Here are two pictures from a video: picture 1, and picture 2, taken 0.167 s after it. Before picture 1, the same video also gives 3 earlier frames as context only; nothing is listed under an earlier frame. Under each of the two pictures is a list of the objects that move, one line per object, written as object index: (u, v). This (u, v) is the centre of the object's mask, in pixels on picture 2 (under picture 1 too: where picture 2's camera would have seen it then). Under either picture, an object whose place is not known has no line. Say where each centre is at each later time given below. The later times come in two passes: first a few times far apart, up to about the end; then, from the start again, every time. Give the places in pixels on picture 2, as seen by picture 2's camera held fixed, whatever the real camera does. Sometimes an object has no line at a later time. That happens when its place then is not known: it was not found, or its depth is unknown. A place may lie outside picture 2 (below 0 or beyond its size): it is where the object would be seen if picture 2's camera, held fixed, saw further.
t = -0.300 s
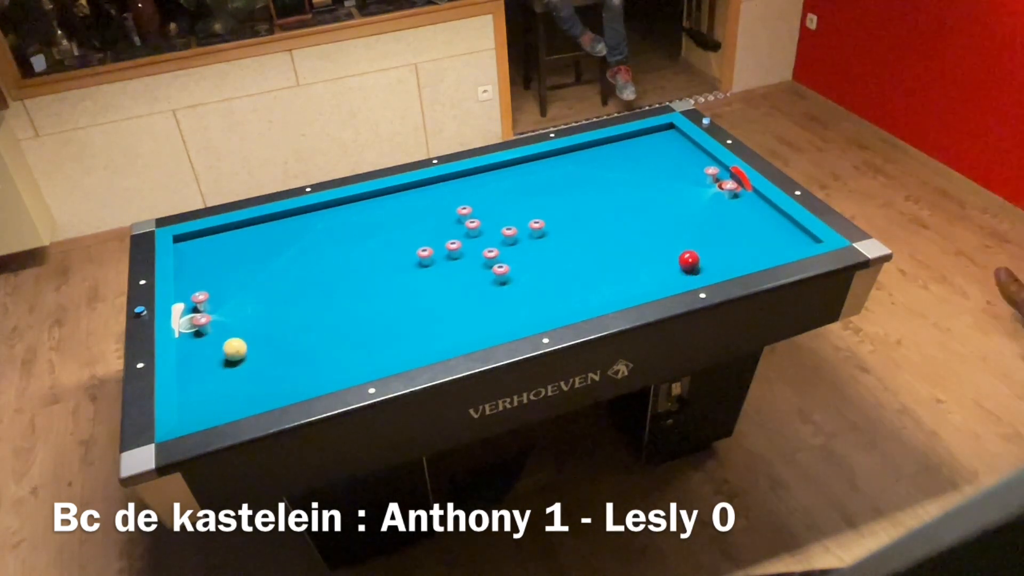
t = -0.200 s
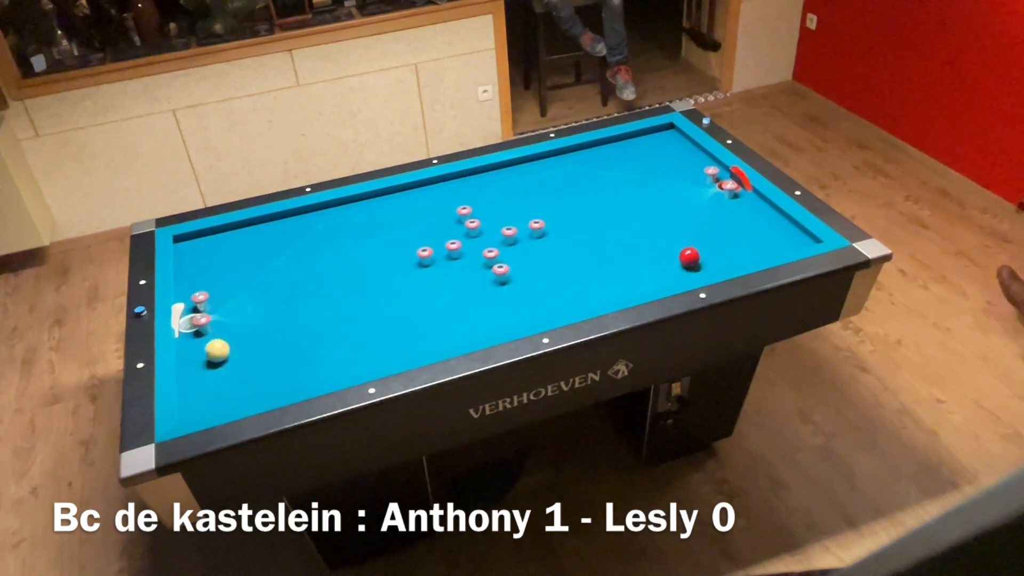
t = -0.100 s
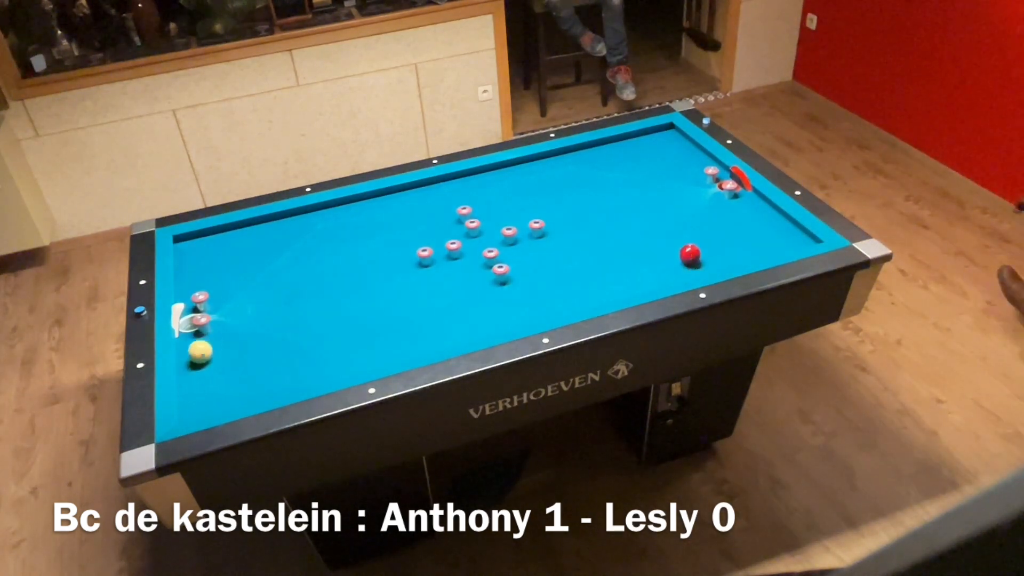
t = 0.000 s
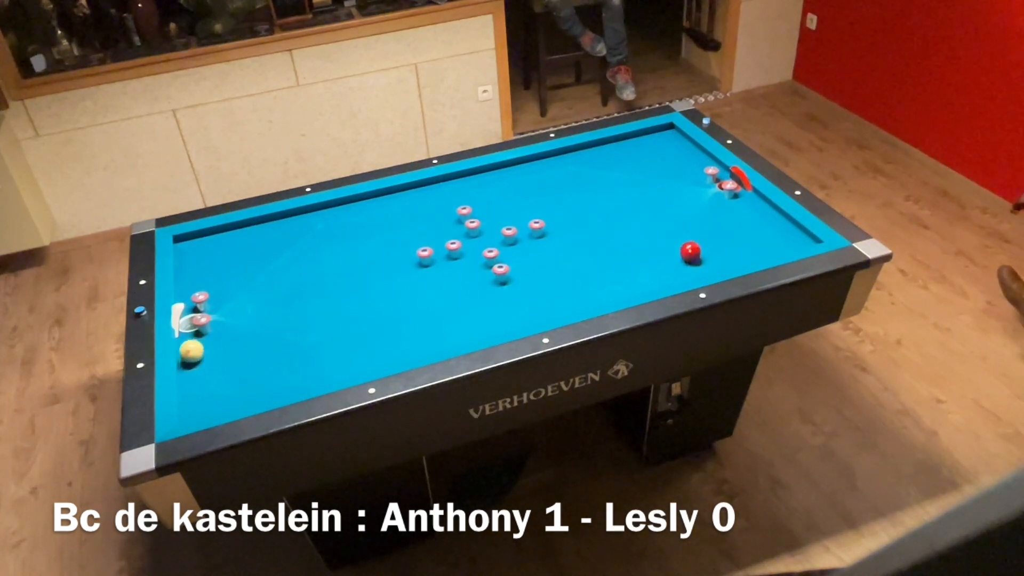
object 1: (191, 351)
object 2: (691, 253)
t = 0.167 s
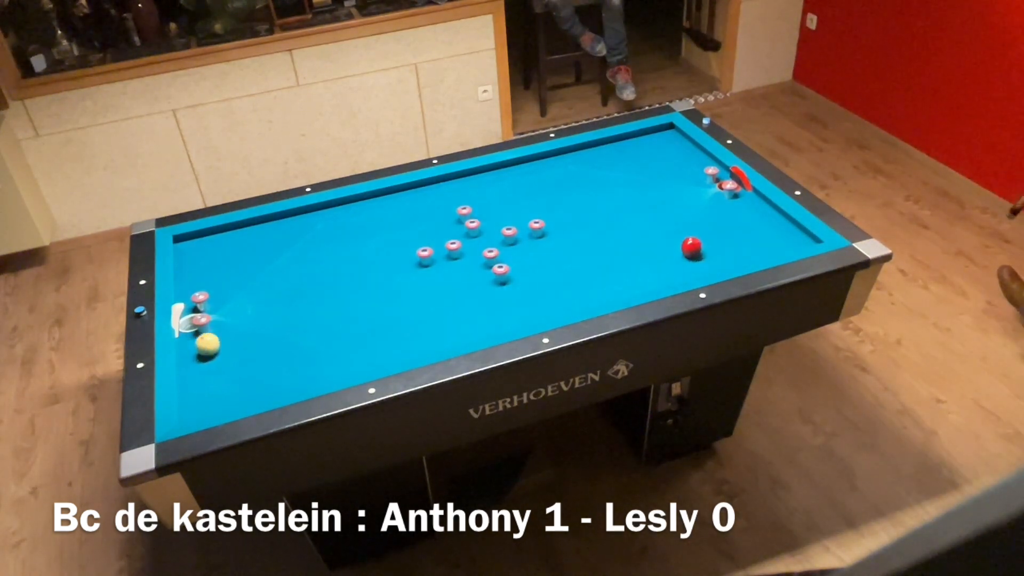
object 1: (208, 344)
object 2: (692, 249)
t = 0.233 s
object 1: (214, 342)
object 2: (692, 247)
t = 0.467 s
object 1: (234, 333)
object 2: (693, 241)
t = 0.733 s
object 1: (256, 323)
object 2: (694, 236)
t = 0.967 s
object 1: (274, 316)
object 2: (695, 231)
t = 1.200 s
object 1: (290, 308)
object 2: (695, 227)
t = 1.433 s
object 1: (306, 302)
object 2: (695, 224)
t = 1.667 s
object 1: (320, 296)
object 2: (695, 221)
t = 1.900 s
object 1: (333, 290)
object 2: (695, 219)
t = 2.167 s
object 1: (347, 284)
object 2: (695, 217)
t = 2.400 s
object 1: (357, 279)
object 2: (695, 216)
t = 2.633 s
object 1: (368, 275)
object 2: (695, 216)
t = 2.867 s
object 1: (377, 271)
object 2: (695, 215)
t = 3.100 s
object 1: (385, 268)
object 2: (695, 215)
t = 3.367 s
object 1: (394, 264)
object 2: (695, 215)
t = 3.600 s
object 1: (401, 261)
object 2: (695, 215)
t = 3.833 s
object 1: (406, 259)
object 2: (695, 215)
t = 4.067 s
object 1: (404, 259)
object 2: (695, 215)
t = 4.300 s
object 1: (400, 260)
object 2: (695, 215)
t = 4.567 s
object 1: (396, 261)
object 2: (695, 216)
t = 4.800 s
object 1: (394, 261)
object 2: (695, 216)
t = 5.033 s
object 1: (393, 261)
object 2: (695, 216)
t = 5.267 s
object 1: (393, 261)
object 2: (695, 216)
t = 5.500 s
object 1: (392, 261)
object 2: (695, 215)
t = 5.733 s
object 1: (393, 261)
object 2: (695, 215)
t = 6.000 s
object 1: (393, 261)
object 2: (695, 215)
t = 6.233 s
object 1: (392, 261)
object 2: (695, 215)
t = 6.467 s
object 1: (393, 261)
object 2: (695, 215)
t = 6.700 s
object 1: (393, 261)
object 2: (695, 216)
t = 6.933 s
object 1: (393, 261)
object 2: (695, 216)
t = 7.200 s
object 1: (393, 261)
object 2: (695, 215)
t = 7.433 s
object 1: (392, 261)
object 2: (695, 215)
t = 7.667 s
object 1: (393, 261)
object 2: (695, 215)
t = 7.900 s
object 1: (393, 261)
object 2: (695, 215)
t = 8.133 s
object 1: (392, 261)
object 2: (695, 215)
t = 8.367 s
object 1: (393, 261)
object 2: (695, 215)
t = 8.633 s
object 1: (392, 261)
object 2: (695, 215)
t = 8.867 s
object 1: (393, 261)
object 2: (695, 215)
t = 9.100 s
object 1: (393, 261)
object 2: (695, 215)
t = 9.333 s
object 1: (392, 261)
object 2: (695, 215)
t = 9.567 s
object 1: (392, 261)
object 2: (695, 215)
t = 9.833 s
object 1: (393, 261)
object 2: (695, 215)
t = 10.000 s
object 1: (393, 261)
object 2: (695, 215)
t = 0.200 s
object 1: (211, 343)
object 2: (692, 248)
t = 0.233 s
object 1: (214, 342)
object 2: (692, 247)
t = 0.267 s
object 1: (217, 340)
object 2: (693, 246)
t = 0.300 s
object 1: (220, 339)
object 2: (693, 245)
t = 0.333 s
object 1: (223, 337)
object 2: (693, 244)
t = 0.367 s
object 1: (226, 336)
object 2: (693, 243)
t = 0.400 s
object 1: (229, 335)
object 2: (693, 243)
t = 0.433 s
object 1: (232, 334)
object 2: (693, 242)
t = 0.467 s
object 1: (234, 333)
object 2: (693, 241)
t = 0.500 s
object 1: (237, 331)
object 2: (693, 240)
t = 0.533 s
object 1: (240, 330)
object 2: (694, 240)
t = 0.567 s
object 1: (243, 329)
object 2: (694, 239)
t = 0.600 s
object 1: (246, 328)
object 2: (694, 238)
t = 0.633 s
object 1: (248, 327)
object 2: (694, 237)
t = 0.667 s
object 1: (251, 325)
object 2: (694, 237)
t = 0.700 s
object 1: (254, 324)
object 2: (694, 236)
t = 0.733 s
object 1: (256, 323)
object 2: (694, 236)
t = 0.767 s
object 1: (259, 322)
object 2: (694, 235)
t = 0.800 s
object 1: (261, 321)
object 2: (694, 234)
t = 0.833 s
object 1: (264, 320)
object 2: (694, 234)
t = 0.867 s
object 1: (267, 319)
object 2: (694, 233)
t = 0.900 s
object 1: (269, 317)
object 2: (695, 232)
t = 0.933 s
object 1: (272, 317)
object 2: (695, 232)
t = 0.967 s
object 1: (274, 316)
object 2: (695, 231)
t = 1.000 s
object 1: (276, 315)
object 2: (695, 231)
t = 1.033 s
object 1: (279, 314)
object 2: (695, 230)
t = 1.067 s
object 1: (281, 313)
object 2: (695, 229)
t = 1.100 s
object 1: (284, 312)
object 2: (695, 229)
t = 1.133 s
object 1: (286, 310)
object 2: (695, 229)
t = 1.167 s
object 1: (288, 309)
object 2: (695, 228)
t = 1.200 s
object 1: (290, 308)
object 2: (695, 227)
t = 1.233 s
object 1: (293, 307)
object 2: (695, 227)
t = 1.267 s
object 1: (295, 306)
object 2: (695, 226)
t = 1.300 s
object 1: (297, 306)
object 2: (695, 226)
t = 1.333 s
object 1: (299, 305)
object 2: (695, 226)
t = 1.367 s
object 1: (301, 304)
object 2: (695, 225)
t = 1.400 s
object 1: (304, 303)
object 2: (695, 225)
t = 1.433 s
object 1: (306, 302)
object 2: (695, 224)
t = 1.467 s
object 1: (308, 301)
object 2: (695, 224)
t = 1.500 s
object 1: (310, 300)
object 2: (695, 223)
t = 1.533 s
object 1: (312, 299)
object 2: (695, 223)
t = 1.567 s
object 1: (314, 298)
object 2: (695, 223)
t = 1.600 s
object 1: (316, 297)
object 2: (695, 222)
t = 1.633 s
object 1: (318, 296)
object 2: (695, 222)
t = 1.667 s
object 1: (320, 296)
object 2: (695, 221)
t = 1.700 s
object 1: (322, 295)
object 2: (695, 221)
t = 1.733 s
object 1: (323, 294)
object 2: (695, 221)
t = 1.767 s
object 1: (325, 293)
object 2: (695, 220)
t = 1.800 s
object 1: (327, 292)
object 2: (695, 220)
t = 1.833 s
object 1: (329, 291)
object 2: (695, 220)
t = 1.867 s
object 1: (331, 291)
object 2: (695, 219)
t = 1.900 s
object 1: (333, 290)
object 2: (695, 219)
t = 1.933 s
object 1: (335, 289)
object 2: (695, 219)
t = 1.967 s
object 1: (336, 288)
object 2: (695, 219)
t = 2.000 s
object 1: (338, 288)
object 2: (695, 218)
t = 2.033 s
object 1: (340, 287)
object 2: (695, 218)
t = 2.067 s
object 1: (341, 286)
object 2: (695, 218)
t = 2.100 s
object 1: (343, 285)
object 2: (695, 218)
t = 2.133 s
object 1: (345, 284)
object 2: (695, 218)
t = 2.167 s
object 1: (347, 284)
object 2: (695, 217)
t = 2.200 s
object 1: (348, 283)
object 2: (695, 217)
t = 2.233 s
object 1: (349, 282)
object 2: (695, 217)
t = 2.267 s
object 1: (351, 282)
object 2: (695, 217)
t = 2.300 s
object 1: (353, 281)
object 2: (695, 217)
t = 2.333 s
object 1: (354, 280)
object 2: (695, 217)
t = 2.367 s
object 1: (356, 280)
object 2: (695, 217)
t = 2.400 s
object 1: (357, 279)
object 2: (695, 216)
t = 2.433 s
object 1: (359, 279)
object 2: (695, 216)
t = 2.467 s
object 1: (360, 278)
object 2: (695, 216)
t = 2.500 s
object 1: (362, 277)
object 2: (695, 216)
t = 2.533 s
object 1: (363, 277)
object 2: (695, 216)
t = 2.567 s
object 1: (365, 276)
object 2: (695, 216)
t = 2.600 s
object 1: (366, 275)
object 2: (695, 216)
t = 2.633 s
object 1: (368, 275)
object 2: (695, 216)
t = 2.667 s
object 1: (369, 274)
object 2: (695, 216)
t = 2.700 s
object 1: (370, 274)
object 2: (695, 216)
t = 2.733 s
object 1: (372, 273)
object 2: (695, 216)
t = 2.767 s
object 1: (373, 273)
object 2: (695, 215)
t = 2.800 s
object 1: (374, 272)
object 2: (695, 215)
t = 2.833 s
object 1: (376, 271)
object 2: (695, 215)
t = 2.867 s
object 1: (377, 271)
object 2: (695, 215)
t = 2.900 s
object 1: (378, 270)
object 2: (695, 215)
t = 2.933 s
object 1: (379, 270)
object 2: (695, 215)
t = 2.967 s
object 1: (380, 269)
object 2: (695, 215)
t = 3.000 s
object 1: (382, 269)
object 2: (695, 215)
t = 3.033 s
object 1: (383, 268)
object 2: (695, 215)
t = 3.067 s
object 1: (384, 268)
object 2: (695, 215)
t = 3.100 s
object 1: (385, 268)
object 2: (695, 215)
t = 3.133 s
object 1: (386, 267)
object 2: (695, 215)
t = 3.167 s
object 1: (387, 267)
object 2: (695, 215)
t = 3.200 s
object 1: (389, 266)
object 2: (695, 216)
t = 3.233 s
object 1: (390, 266)
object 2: (695, 215)
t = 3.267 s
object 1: (391, 265)
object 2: (695, 215)
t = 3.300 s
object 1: (392, 265)
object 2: (695, 215)
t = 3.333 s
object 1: (393, 265)
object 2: (695, 215)
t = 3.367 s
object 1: (394, 264)
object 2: (695, 215)
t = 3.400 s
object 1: (395, 264)
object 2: (695, 215)
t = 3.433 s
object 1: (396, 263)
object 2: (695, 216)
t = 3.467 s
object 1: (397, 263)
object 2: (695, 215)
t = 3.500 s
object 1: (398, 263)
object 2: (695, 215)
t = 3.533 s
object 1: (399, 262)
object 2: (695, 215)
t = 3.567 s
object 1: (400, 262)
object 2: (695, 215)
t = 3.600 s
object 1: (401, 261)
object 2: (695, 215)
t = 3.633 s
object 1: (401, 261)
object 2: (695, 215)
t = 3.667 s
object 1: (402, 261)
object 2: (695, 216)
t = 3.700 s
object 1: (403, 261)
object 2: (695, 216)
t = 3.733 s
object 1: (404, 260)
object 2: (695, 216)
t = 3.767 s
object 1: (405, 260)
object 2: (695, 215)
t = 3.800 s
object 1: (406, 259)
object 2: (695, 216)
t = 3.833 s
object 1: (406, 259)
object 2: (695, 215)
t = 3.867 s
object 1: (407, 259)
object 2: (695, 216)
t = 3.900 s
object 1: (407, 259)
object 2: (695, 215)
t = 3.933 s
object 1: (406, 259)
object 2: (695, 215)
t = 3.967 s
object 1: (405, 259)
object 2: (695, 215)
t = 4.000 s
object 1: (405, 259)
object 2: (695, 215)
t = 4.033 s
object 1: (404, 259)
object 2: (695, 215)
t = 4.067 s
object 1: (404, 259)
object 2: (695, 215)
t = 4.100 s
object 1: (403, 259)
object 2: (695, 215)
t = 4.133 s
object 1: (402, 260)
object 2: (695, 215)
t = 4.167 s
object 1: (402, 260)
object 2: (695, 215)
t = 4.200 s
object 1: (401, 260)
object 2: (695, 215)
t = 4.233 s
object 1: (401, 260)
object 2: (695, 215)
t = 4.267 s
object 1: (400, 260)
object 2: (695, 215)
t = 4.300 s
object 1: (400, 260)
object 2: (695, 215)
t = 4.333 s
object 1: (399, 260)
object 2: (695, 215)
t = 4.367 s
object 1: (399, 260)
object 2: (695, 215)
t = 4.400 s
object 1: (398, 260)
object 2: (695, 216)
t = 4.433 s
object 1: (398, 260)
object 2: (695, 215)
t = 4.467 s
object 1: (397, 260)
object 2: (695, 215)
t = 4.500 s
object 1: (397, 260)
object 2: (695, 215)
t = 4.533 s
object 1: (397, 261)
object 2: (695, 215)
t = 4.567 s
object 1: (396, 261)
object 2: (695, 216)
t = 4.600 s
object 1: (396, 261)
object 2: (695, 216)
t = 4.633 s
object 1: (396, 261)
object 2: (695, 216)
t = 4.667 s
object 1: (395, 261)
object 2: (695, 216)
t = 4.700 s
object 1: (395, 261)
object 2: (695, 215)
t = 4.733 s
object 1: (395, 261)
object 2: (695, 216)
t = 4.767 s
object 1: (394, 261)
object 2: (695, 216)
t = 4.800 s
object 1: (394, 261)
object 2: (695, 216)
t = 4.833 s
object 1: (394, 261)
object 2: (695, 216)
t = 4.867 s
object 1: (394, 261)
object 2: (695, 215)
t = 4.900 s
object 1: (394, 261)
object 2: (695, 216)
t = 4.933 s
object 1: (393, 261)
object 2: (695, 216)
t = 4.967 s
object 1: (393, 261)
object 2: (695, 216)
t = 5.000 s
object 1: (393, 261)
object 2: (695, 216)
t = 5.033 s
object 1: (393, 261)
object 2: (695, 216)
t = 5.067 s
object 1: (393, 261)
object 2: (695, 216)
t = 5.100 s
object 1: (393, 261)
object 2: (695, 216)
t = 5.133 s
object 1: (393, 261)
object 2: (695, 216)
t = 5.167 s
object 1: (393, 261)
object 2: (695, 216)
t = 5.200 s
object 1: (393, 261)
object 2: (695, 216)
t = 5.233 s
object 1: (392, 261)
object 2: (695, 216)
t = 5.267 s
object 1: (393, 261)
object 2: (695, 216)
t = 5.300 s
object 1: (392, 261)
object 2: (695, 216)
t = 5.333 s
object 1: (392, 261)
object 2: (695, 216)
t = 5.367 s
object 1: (392, 261)
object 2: (695, 215)
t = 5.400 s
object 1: (392, 261)
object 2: (695, 216)
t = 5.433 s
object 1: (392, 261)
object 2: (695, 215)
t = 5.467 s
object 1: (392, 261)
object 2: (695, 215)
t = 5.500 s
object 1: (392, 261)
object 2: (695, 215)
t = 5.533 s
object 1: (393, 261)
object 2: (695, 215)
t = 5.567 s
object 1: (392, 261)
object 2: (695, 215)
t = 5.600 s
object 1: (393, 261)
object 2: (695, 215)
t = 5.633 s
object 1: (392, 261)
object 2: (695, 215)
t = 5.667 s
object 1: (393, 261)
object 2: (695, 215)
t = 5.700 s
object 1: (393, 261)
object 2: (695, 215)
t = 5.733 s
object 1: (393, 261)
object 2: (695, 215)
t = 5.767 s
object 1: (393, 261)
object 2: (695, 215)
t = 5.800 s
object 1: (393, 261)
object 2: (695, 215)
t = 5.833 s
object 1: (392, 261)
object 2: (695, 215)
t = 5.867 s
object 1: (393, 261)
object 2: (695, 215)
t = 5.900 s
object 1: (393, 261)
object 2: (695, 215)
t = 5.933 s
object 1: (393, 261)
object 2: (695, 215)
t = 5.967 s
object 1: (393, 261)
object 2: (695, 215)
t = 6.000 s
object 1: (393, 261)
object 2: (695, 215)
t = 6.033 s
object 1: (393, 261)
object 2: (695, 215)
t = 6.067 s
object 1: (393, 261)
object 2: (695, 215)
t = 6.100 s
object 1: (392, 261)
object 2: (695, 215)
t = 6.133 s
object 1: (393, 261)
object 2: (695, 215)
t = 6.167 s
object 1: (392, 261)
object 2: (695, 215)
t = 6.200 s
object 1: (392, 261)
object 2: (695, 215)
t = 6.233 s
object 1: (392, 261)
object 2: (695, 215)
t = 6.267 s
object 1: (393, 261)
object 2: (695, 215)
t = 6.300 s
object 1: (393, 261)
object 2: (695, 215)
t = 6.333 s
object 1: (393, 261)
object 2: (695, 215)
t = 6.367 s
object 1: (393, 261)
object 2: (695, 215)
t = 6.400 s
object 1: (393, 261)
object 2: (695, 215)
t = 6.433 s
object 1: (392, 261)
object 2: (695, 216)
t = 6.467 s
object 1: (393, 261)
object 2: (695, 215)
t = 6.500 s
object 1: (393, 261)
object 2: (695, 215)
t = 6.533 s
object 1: (393, 261)
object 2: (695, 215)
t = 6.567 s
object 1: (393, 261)
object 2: (695, 216)
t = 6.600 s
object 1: (393, 261)
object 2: (695, 216)
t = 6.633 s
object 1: (393, 261)
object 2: (695, 216)
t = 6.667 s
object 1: (392, 261)
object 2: (695, 216)
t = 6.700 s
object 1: (393, 261)
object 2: (695, 216)
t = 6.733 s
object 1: (392, 261)
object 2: (695, 216)
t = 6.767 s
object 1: (393, 261)
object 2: (695, 216)
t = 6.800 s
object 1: (392, 261)
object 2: (695, 216)
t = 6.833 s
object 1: (393, 261)
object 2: (695, 216)
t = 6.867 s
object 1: (393, 261)
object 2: (695, 216)
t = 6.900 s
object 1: (392, 261)
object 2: (695, 216)
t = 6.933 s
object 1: (393, 261)
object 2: (695, 216)
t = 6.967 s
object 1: (393, 261)
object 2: (695, 216)
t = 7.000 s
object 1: (392, 261)
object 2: (695, 216)
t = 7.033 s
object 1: (393, 261)
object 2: (695, 216)
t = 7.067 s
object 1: (392, 261)
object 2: (695, 215)
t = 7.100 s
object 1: (392, 261)
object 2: (695, 215)
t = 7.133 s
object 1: (393, 261)
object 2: (695, 215)
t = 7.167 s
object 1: (392, 261)
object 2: (695, 215)
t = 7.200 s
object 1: (393, 261)
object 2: (695, 215)
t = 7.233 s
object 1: (392, 261)
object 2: (695, 215)
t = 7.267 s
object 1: (393, 261)
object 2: (695, 215)
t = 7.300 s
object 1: (393, 261)
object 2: (695, 215)
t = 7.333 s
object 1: (392, 261)
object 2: (695, 215)
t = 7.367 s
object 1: (393, 261)
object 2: (695, 215)
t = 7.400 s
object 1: (392, 261)
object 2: (695, 215)
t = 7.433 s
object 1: (392, 261)
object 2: (695, 215)
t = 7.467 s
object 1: (392, 261)
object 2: (695, 215)
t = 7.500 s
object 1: (392, 261)
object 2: (695, 215)
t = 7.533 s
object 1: (393, 261)
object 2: (695, 215)
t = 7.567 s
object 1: (393, 261)
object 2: (695, 215)
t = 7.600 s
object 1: (393, 261)
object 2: (695, 215)
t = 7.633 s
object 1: (393, 261)
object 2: (695, 215)
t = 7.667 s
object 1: (393, 261)
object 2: (695, 215)
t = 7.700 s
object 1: (392, 261)
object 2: (695, 215)
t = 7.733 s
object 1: (393, 261)
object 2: (695, 215)
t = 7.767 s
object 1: (393, 261)
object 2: (695, 215)
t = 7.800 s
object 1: (393, 261)
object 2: (695, 215)
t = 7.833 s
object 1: (393, 261)
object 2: (695, 215)
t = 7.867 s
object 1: (393, 261)
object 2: (695, 215)
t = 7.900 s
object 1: (393, 261)
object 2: (695, 215)
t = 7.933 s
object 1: (392, 261)
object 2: (695, 215)
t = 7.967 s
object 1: (392, 261)
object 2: (695, 216)
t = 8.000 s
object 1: (392, 261)
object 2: (695, 215)
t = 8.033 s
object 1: (392, 261)
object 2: (695, 215)
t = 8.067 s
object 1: (392, 261)
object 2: (695, 215)
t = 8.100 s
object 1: (393, 261)
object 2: (695, 215)
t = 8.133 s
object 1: (392, 261)
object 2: (695, 215)
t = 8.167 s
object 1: (392, 261)
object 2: (695, 215)
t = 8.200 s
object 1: (392, 261)
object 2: (695, 215)
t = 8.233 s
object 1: (393, 261)
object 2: (695, 215)
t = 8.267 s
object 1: (392, 261)
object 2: (695, 215)
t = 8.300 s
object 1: (393, 261)
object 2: (695, 215)
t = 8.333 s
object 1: (393, 261)
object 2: (695, 215)
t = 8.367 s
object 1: (393, 261)
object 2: (695, 215)
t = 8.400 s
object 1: (392, 261)
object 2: (695, 215)
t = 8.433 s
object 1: (392, 261)
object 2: (695, 215)
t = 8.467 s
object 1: (392, 261)
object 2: (695, 215)
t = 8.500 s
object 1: (392, 261)
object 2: (695, 216)
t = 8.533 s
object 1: (393, 261)
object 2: (695, 215)
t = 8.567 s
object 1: (393, 261)
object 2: (695, 215)
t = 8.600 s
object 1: (393, 261)
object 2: (695, 215)
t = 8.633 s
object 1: (392, 261)
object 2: (695, 215)
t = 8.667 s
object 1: (392, 261)
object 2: (695, 215)
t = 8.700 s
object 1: (392, 261)
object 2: (695, 215)
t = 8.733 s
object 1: (393, 261)
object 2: (695, 215)
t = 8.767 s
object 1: (392, 261)
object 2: (695, 215)
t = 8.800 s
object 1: (392, 261)
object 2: (695, 215)
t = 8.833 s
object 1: (392, 261)
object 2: (695, 215)
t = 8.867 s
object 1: (393, 261)
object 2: (695, 215)
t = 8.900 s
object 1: (393, 261)
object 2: (695, 215)
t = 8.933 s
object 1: (393, 261)
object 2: (695, 214)
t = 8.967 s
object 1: (392, 261)
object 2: (695, 215)
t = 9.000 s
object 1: (393, 261)
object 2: (695, 215)
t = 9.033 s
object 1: (393, 261)
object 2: (695, 215)
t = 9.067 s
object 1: (393, 261)
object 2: (695, 215)
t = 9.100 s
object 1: (393, 261)
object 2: (695, 215)
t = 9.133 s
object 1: (393, 261)
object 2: (695, 215)
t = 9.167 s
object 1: (393, 261)
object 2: (695, 215)
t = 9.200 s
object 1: (393, 261)
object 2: (695, 215)
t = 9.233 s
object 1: (393, 261)
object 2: (695, 215)
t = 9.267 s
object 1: (393, 261)
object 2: (695, 215)
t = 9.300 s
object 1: (392, 261)
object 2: (695, 215)
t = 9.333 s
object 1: (392, 261)
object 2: (695, 215)
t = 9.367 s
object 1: (393, 261)
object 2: (695, 215)
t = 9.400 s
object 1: (393, 261)
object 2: (695, 215)
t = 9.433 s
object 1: (393, 261)
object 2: (695, 215)
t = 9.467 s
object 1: (393, 261)
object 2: (695, 215)
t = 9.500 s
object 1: (392, 261)
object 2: (695, 215)
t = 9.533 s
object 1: (393, 261)
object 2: (695, 215)
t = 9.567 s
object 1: (392, 261)
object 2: (695, 215)
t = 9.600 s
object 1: (393, 261)
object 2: (695, 215)
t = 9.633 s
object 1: (393, 261)
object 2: (695, 215)
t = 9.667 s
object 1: (393, 261)
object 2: (695, 215)
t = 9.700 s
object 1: (393, 261)
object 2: (695, 215)
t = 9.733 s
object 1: (393, 261)
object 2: (695, 215)
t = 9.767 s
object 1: (393, 261)
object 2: (695, 215)
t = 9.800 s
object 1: (393, 261)
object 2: (695, 215)
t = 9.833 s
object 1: (393, 261)
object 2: (695, 215)
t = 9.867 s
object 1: (393, 261)
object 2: (695, 215)
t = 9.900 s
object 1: (393, 261)
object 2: (695, 215)
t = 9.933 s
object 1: (393, 261)
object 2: (695, 215)
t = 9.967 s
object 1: (393, 261)
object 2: (695, 215)
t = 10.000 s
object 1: (393, 261)
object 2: (695, 215)
